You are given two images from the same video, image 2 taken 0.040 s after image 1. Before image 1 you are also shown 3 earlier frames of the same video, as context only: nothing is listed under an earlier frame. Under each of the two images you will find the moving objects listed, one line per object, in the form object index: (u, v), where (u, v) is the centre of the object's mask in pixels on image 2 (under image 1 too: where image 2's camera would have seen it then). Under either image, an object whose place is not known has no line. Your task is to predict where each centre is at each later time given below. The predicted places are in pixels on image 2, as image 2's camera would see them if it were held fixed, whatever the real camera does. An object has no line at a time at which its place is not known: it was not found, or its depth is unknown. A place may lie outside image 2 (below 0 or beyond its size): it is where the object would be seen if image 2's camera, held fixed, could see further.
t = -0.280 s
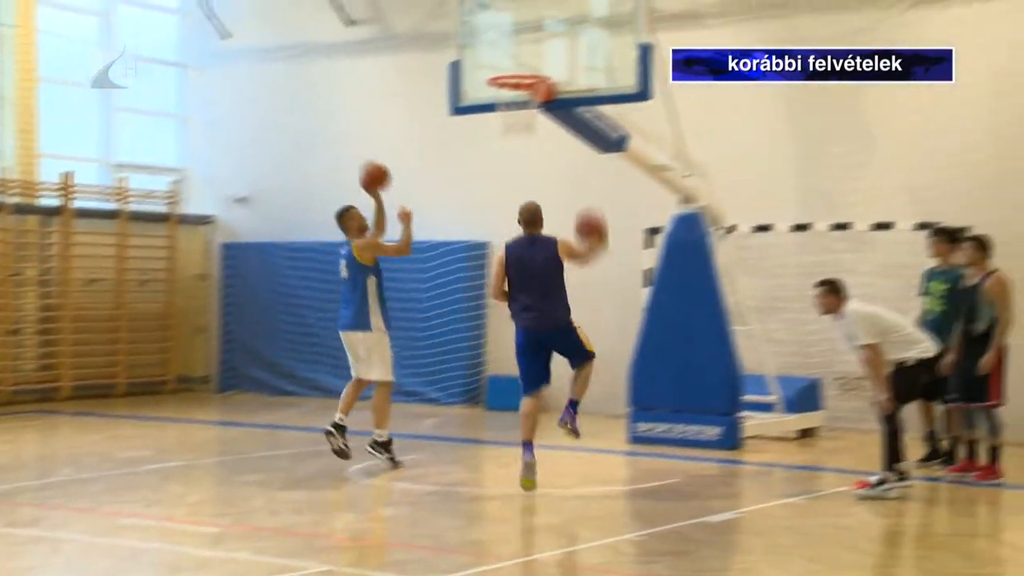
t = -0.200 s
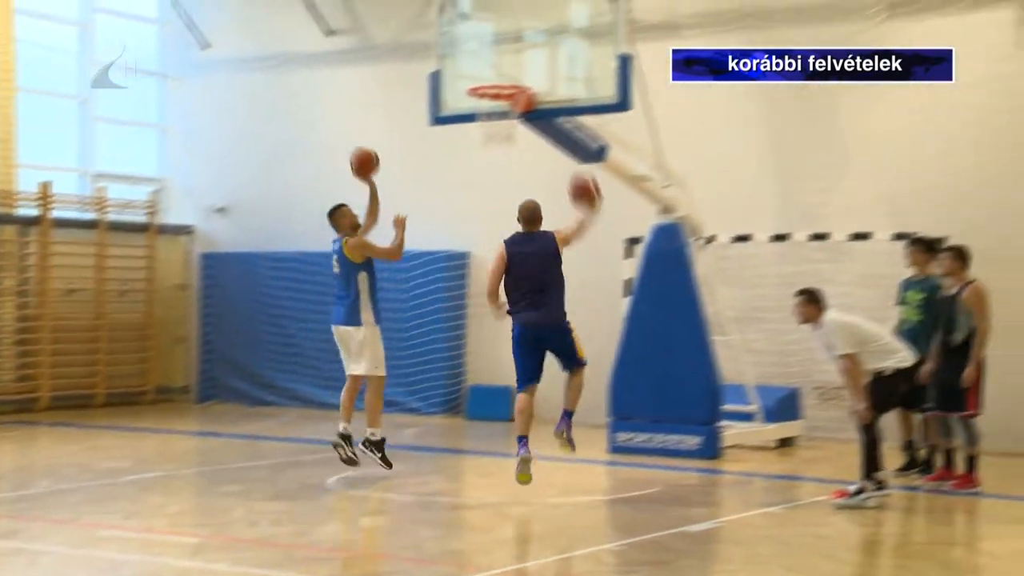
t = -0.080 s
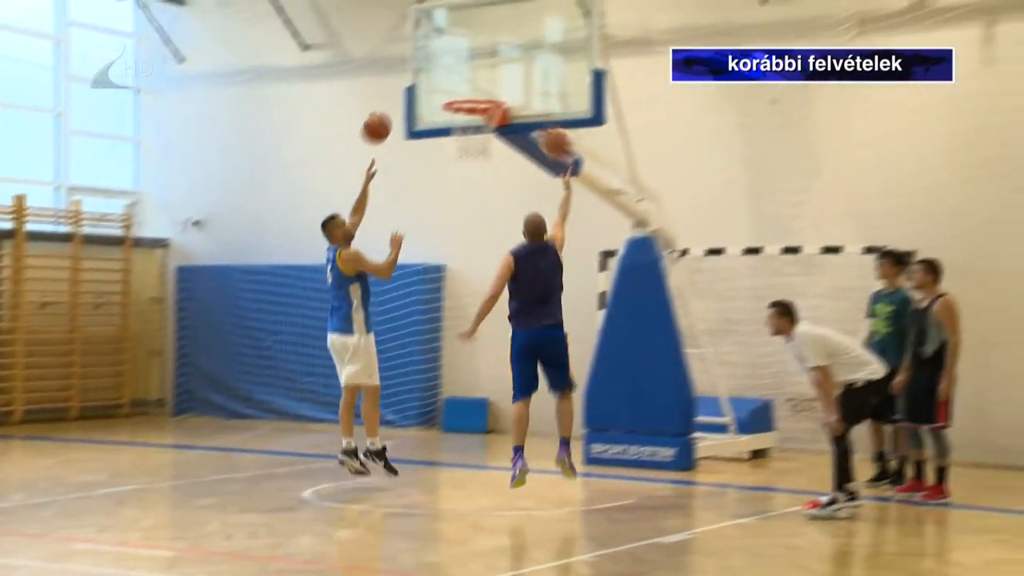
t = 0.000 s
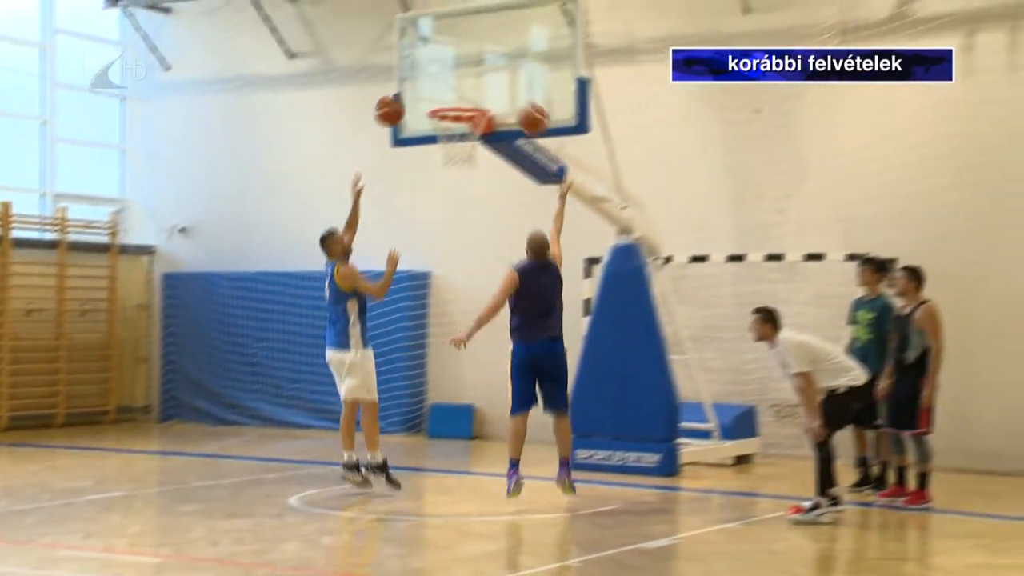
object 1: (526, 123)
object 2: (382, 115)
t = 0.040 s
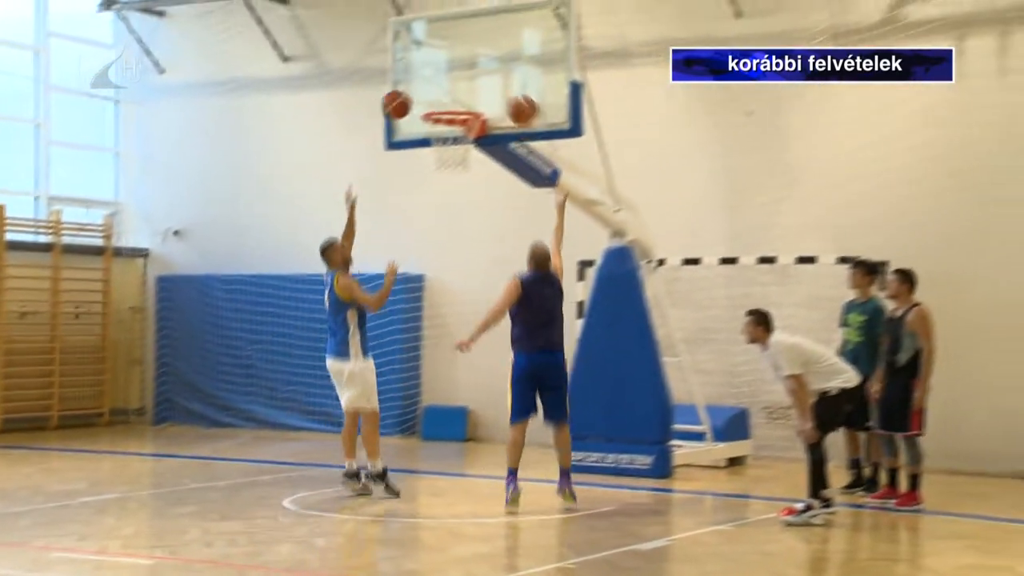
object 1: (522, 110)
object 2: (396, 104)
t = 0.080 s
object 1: (520, 100)
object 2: (410, 97)
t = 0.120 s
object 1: (517, 93)
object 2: (423, 91)
